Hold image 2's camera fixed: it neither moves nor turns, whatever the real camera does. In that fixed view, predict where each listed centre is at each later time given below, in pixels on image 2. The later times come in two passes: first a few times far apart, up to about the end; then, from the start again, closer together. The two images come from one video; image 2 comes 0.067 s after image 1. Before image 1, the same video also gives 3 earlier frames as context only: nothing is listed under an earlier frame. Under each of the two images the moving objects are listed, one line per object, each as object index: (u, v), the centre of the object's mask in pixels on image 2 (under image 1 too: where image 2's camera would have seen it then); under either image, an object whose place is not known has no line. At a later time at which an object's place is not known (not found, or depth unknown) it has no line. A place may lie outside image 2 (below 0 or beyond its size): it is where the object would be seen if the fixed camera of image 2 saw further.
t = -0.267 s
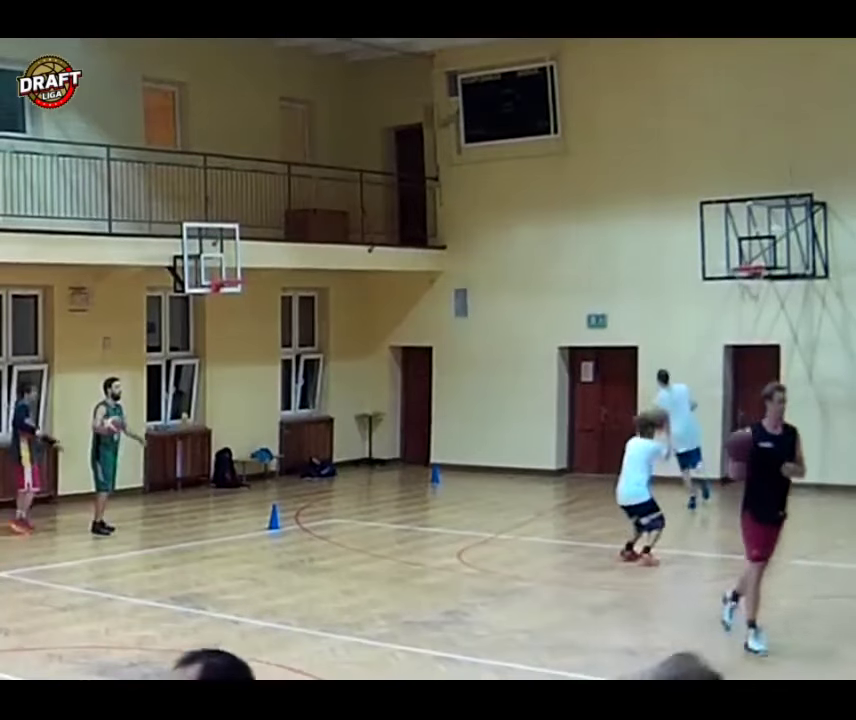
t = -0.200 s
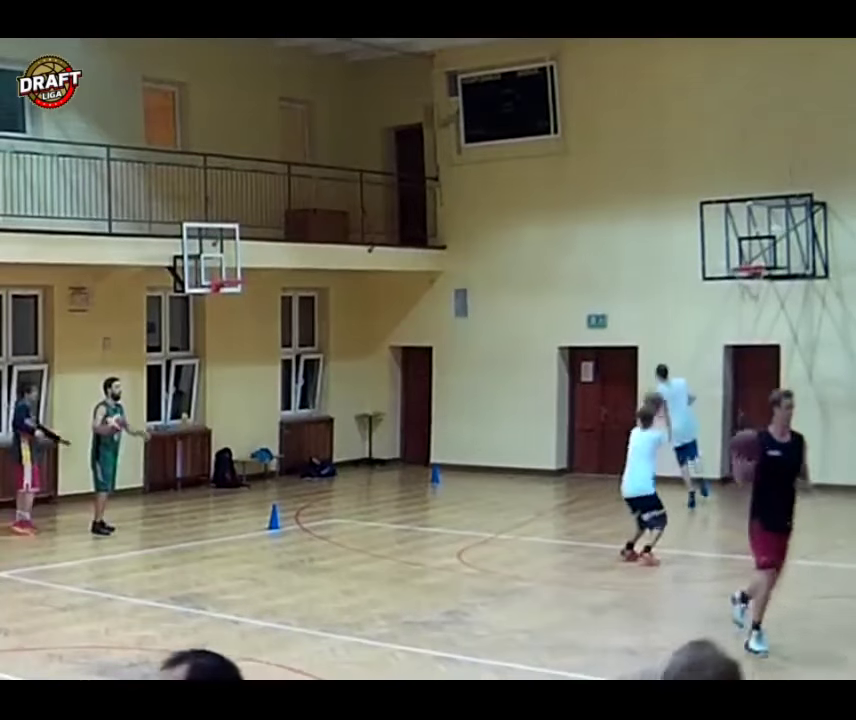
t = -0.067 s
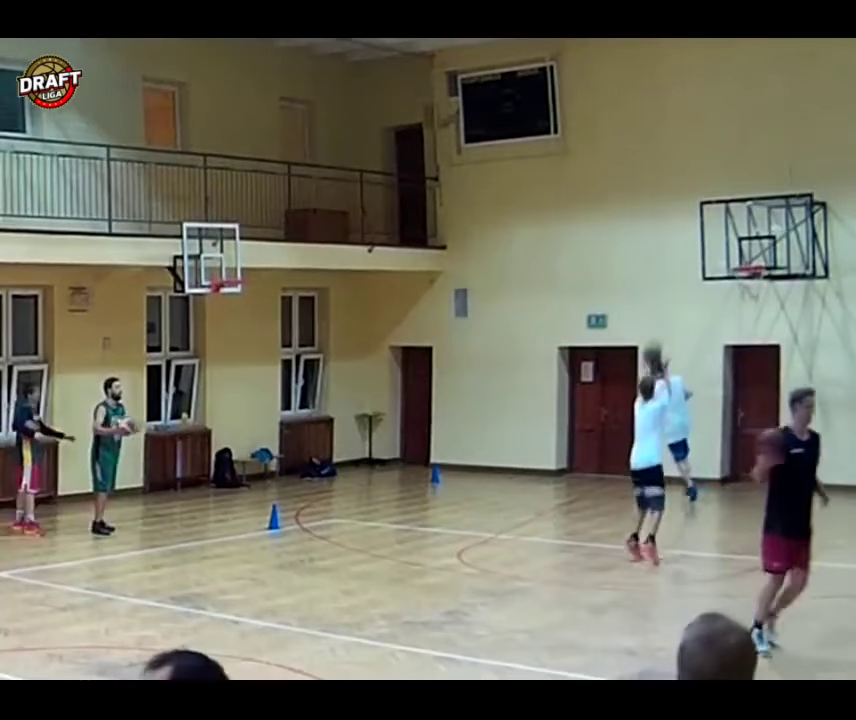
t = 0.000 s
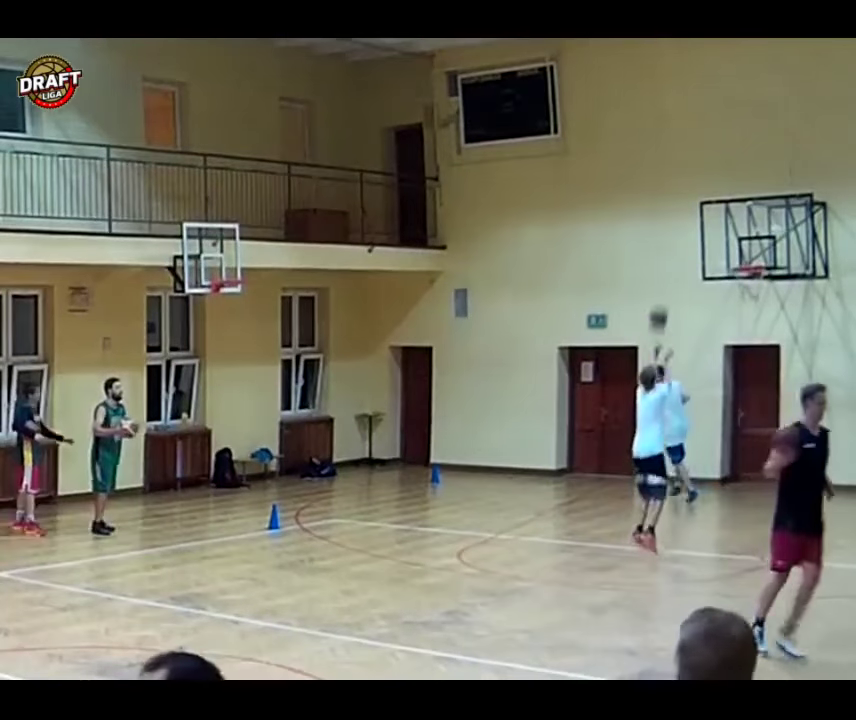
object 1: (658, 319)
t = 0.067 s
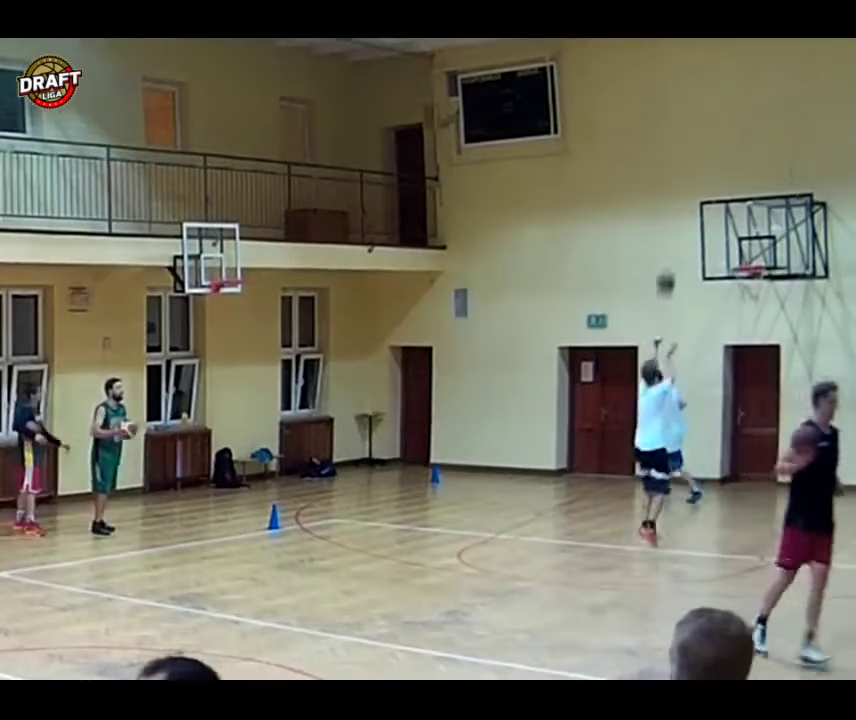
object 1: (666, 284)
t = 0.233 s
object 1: (681, 217)
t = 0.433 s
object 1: (699, 174)
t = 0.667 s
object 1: (720, 169)
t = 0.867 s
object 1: (738, 197)
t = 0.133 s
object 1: (672, 252)
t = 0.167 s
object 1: (675, 239)
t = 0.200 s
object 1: (678, 228)
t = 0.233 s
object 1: (681, 217)
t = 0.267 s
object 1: (684, 207)
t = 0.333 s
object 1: (690, 191)
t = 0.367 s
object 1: (693, 184)
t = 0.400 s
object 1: (696, 179)
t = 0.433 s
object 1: (699, 174)
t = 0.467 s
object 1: (702, 171)
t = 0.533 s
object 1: (708, 167)
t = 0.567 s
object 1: (711, 166)
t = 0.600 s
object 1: (714, 166)
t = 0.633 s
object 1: (717, 167)
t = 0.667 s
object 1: (720, 169)
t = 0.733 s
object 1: (726, 175)
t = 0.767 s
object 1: (729, 179)
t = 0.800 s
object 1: (732, 184)
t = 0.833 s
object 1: (735, 191)
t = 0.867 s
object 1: (738, 197)
